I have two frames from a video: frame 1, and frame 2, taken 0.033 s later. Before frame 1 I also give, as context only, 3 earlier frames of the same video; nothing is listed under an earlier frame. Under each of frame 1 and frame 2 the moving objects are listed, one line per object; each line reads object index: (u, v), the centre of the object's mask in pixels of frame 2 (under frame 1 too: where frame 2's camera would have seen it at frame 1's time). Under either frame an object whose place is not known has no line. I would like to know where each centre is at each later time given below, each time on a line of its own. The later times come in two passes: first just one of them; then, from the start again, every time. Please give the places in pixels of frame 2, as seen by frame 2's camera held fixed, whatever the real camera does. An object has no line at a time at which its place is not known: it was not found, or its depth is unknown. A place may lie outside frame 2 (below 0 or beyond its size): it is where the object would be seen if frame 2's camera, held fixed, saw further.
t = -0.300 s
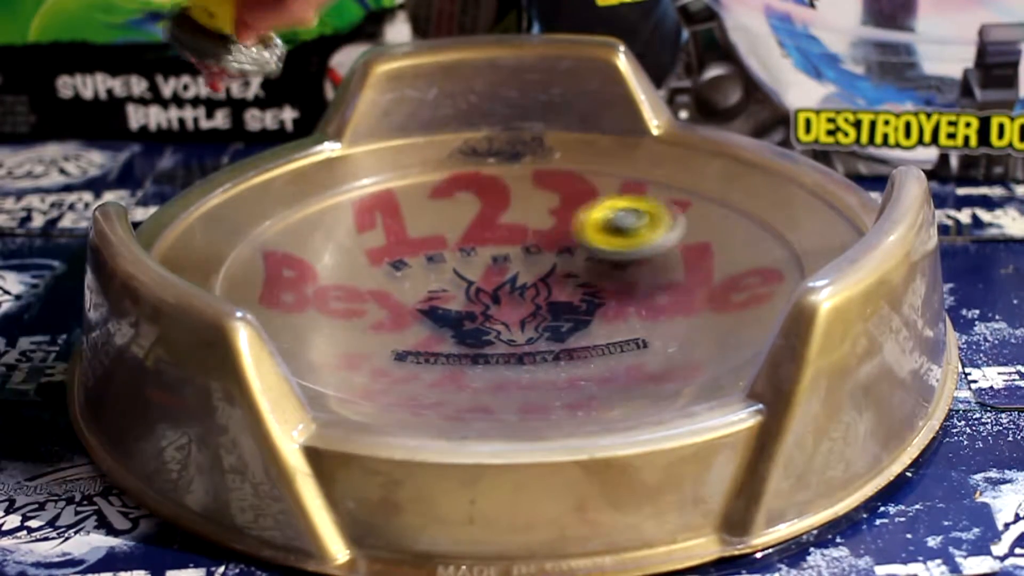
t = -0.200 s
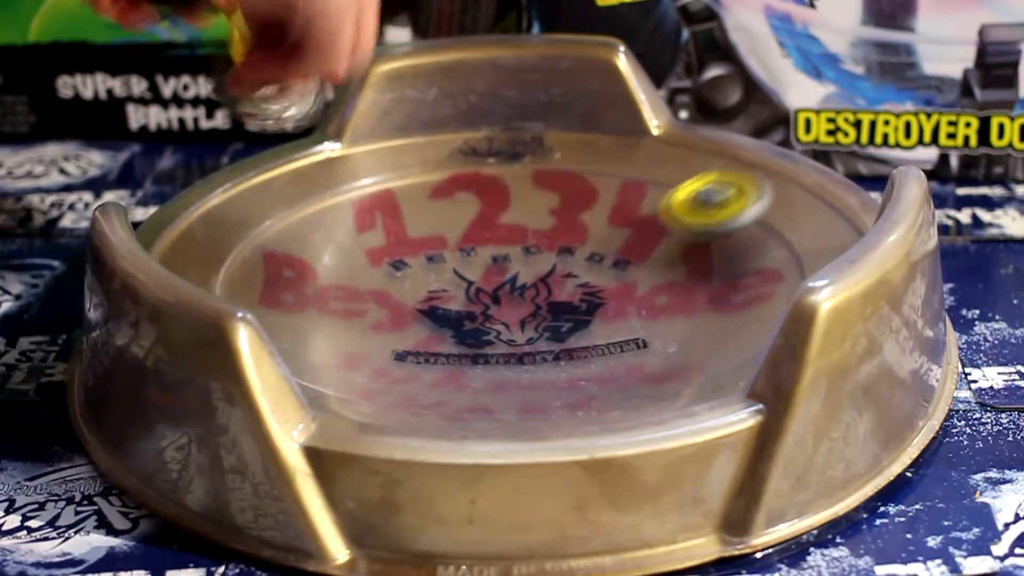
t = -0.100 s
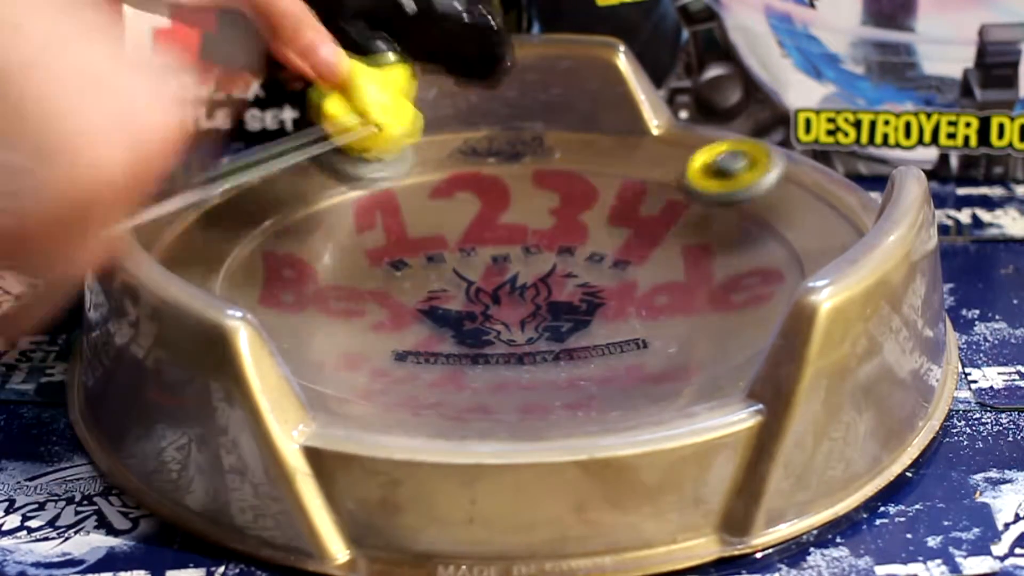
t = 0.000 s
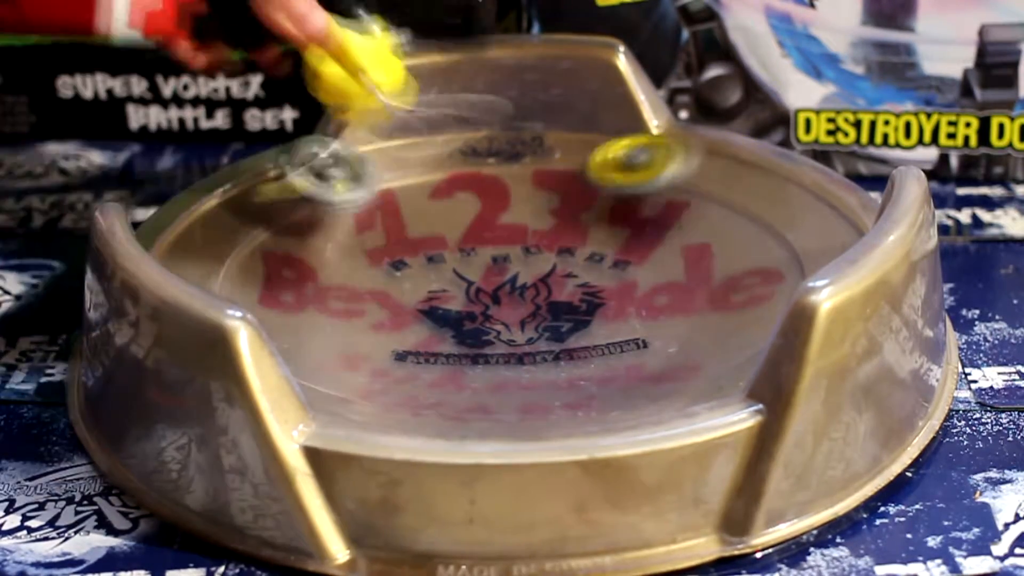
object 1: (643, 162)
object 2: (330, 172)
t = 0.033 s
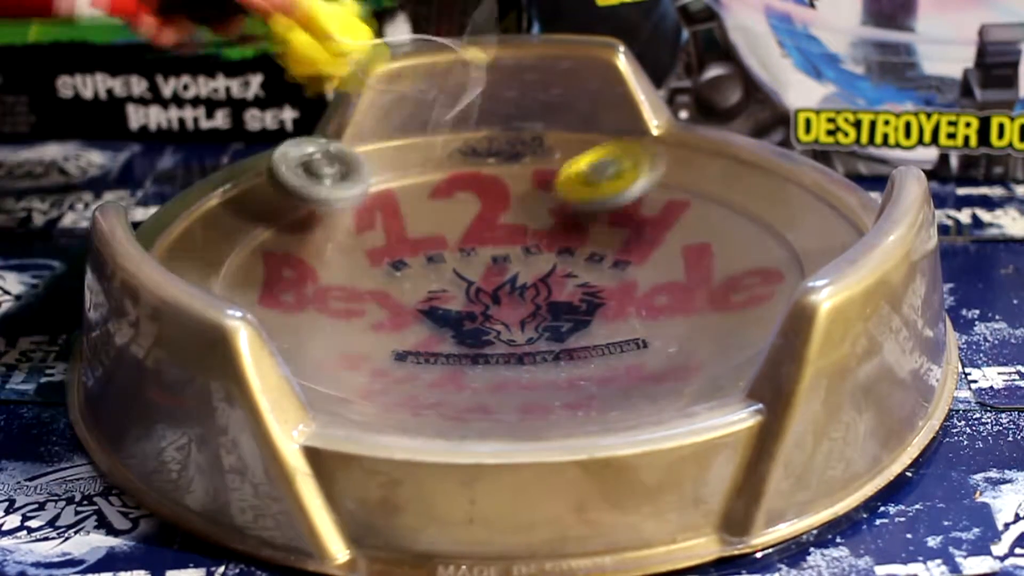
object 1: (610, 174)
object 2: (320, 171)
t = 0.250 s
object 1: (670, 316)
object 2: (424, 143)
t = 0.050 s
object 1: (593, 185)
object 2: (322, 168)
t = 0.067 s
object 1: (576, 199)
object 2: (328, 163)
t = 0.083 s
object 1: (563, 213)
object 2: (337, 158)
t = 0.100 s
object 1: (552, 230)
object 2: (344, 156)
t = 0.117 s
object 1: (546, 245)
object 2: (356, 153)
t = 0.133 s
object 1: (544, 262)
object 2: (368, 153)
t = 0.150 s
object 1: (547, 277)
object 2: (378, 151)
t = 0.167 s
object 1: (556, 291)
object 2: (385, 146)
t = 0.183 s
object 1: (570, 298)
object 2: (394, 143)
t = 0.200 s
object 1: (588, 309)
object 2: (402, 140)
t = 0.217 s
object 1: (611, 313)
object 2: (409, 143)
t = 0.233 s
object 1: (640, 317)
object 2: (416, 145)
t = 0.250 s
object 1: (670, 316)
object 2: (424, 143)
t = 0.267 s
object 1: (702, 313)
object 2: (429, 141)
